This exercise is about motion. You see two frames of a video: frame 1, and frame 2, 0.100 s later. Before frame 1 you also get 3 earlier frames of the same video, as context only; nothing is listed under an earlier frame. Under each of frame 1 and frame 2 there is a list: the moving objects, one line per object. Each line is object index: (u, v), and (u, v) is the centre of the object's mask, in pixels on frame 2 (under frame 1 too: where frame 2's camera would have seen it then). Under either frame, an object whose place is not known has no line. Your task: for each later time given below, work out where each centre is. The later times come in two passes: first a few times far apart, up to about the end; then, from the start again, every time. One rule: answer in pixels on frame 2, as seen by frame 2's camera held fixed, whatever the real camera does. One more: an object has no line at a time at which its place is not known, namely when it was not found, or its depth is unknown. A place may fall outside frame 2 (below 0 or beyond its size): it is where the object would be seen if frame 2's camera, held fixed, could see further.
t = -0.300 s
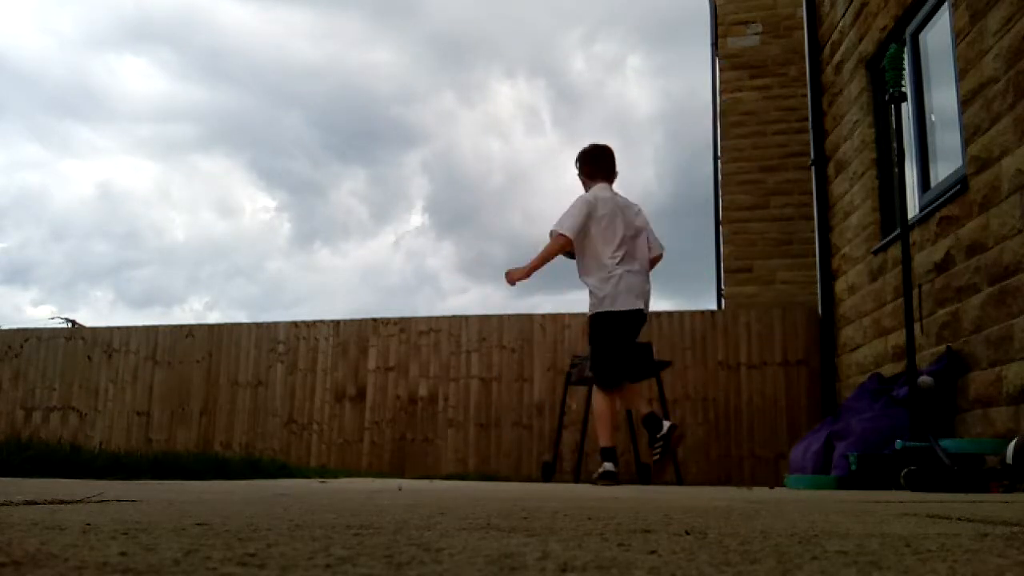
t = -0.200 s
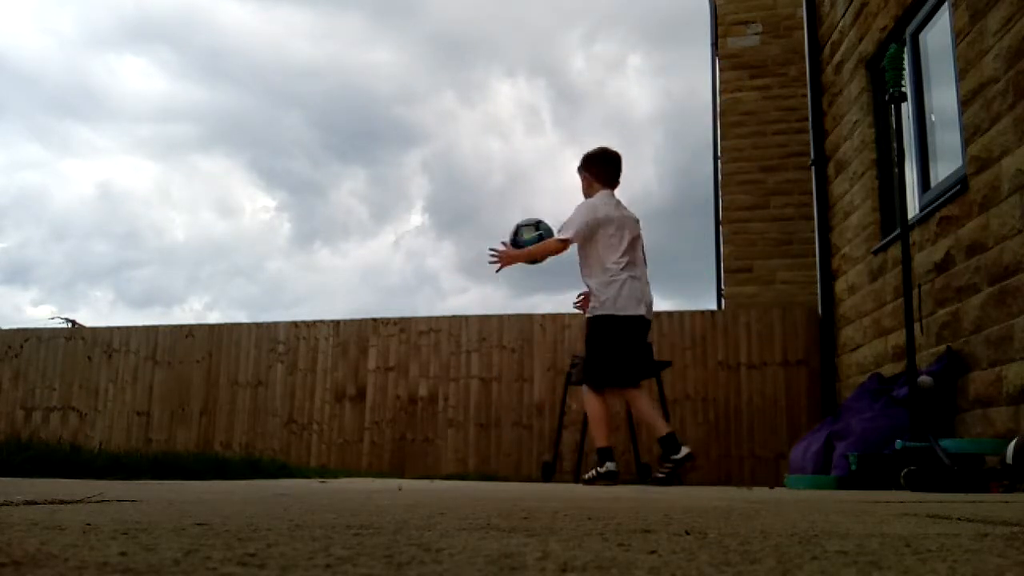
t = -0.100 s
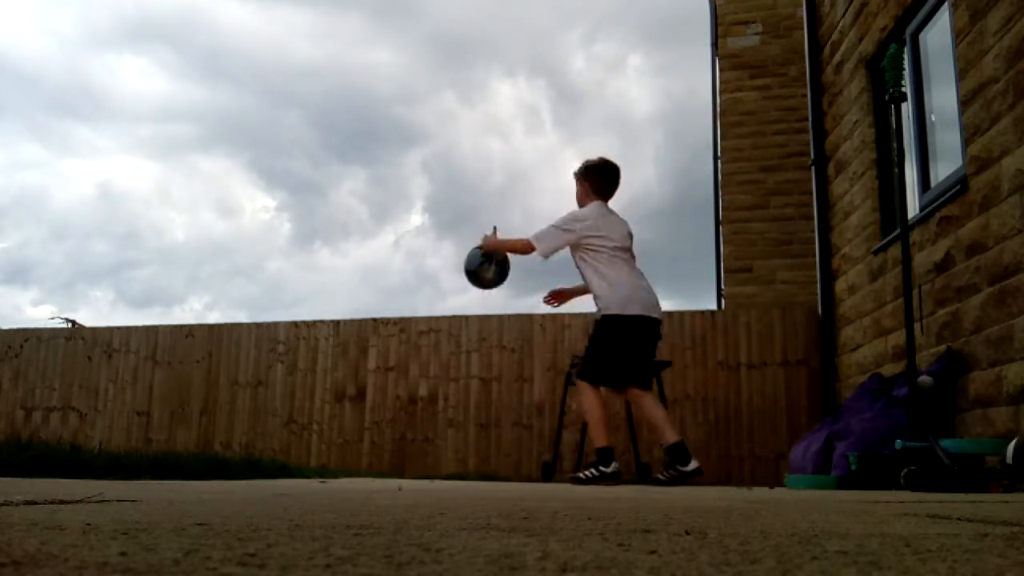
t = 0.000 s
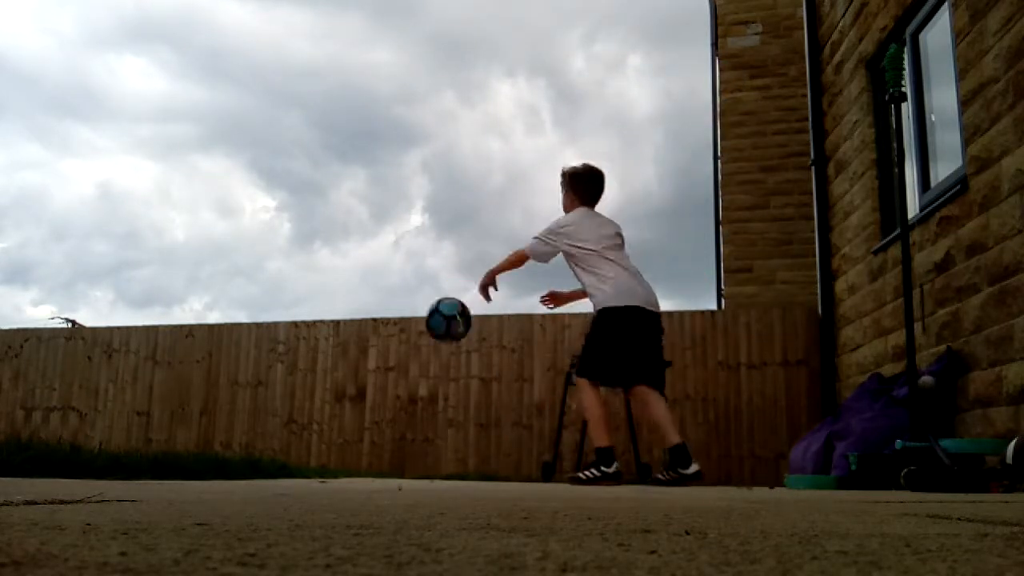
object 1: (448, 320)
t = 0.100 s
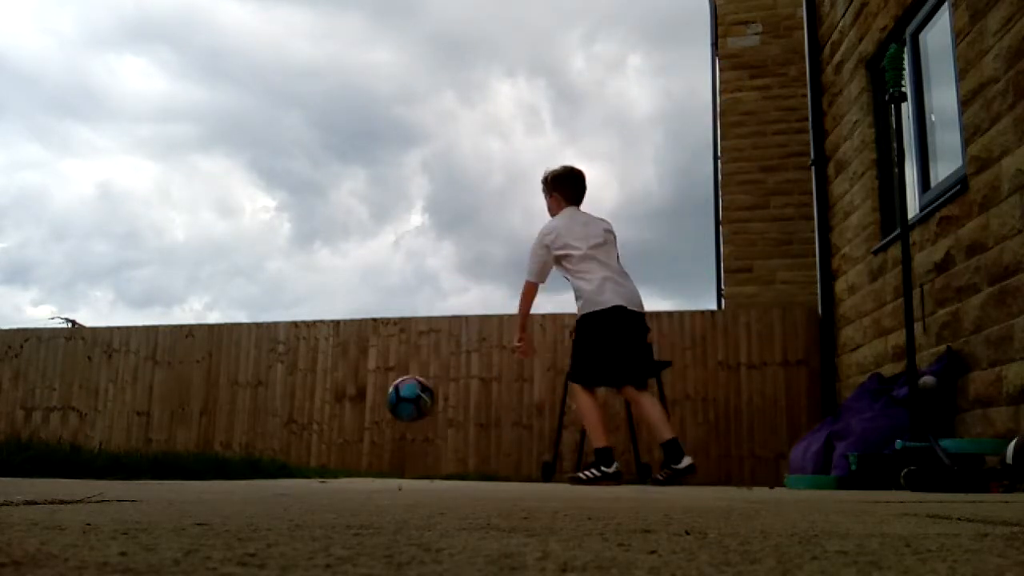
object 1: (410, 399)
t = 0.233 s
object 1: (371, 413)
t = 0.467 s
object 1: (322, 322)
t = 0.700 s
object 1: (266, 339)
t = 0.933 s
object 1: (205, 448)
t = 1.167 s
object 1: (147, 433)
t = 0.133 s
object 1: (397, 430)
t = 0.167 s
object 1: (385, 459)
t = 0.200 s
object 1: (378, 435)
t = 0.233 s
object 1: (371, 413)
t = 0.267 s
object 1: (365, 393)
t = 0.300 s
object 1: (358, 375)
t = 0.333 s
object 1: (351, 359)
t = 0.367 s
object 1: (344, 346)
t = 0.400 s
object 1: (336, 336)
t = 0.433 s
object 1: (329, 328)
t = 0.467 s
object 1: (322, 322)
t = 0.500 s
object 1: (314, 318)
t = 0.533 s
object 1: (306, 316)
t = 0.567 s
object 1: (299, 316)
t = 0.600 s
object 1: (291, 319)
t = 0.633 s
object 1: (283, 323)
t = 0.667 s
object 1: (275, 330)
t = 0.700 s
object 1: (266, 339)
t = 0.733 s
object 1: (258, 349)
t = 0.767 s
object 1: (249, 363)
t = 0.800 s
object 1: (241, 378)
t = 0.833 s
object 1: (232, 396)
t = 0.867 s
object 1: (223, 416)
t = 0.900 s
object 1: (214, 437)
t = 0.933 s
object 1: (205, 448)
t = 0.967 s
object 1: (198, 445)
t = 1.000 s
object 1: (187, 439)
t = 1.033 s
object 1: (181, 437)
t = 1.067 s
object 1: (172, 434)
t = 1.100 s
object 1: (163, 432)
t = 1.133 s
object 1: (155, 431)
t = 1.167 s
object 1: (147, 433)
